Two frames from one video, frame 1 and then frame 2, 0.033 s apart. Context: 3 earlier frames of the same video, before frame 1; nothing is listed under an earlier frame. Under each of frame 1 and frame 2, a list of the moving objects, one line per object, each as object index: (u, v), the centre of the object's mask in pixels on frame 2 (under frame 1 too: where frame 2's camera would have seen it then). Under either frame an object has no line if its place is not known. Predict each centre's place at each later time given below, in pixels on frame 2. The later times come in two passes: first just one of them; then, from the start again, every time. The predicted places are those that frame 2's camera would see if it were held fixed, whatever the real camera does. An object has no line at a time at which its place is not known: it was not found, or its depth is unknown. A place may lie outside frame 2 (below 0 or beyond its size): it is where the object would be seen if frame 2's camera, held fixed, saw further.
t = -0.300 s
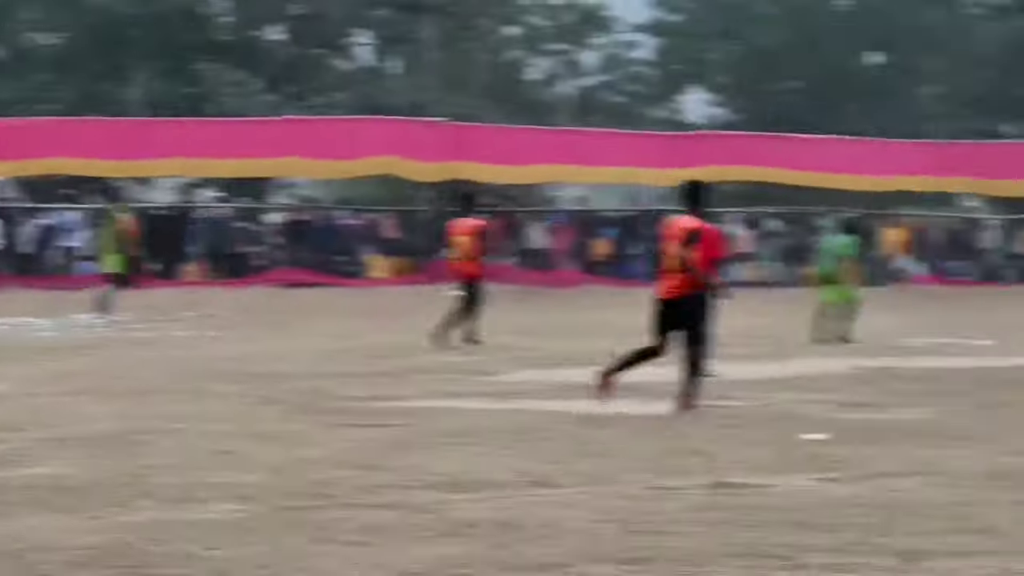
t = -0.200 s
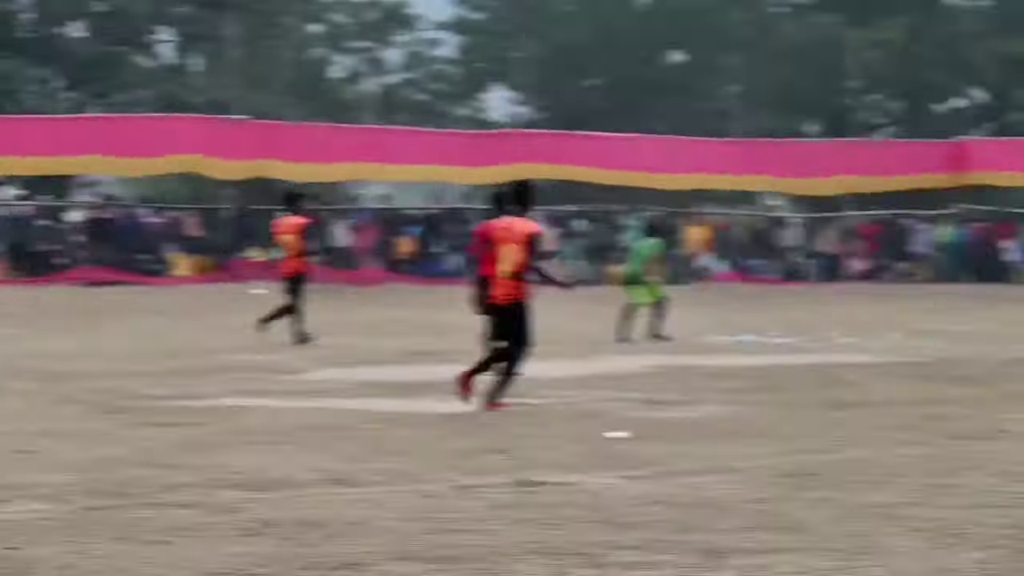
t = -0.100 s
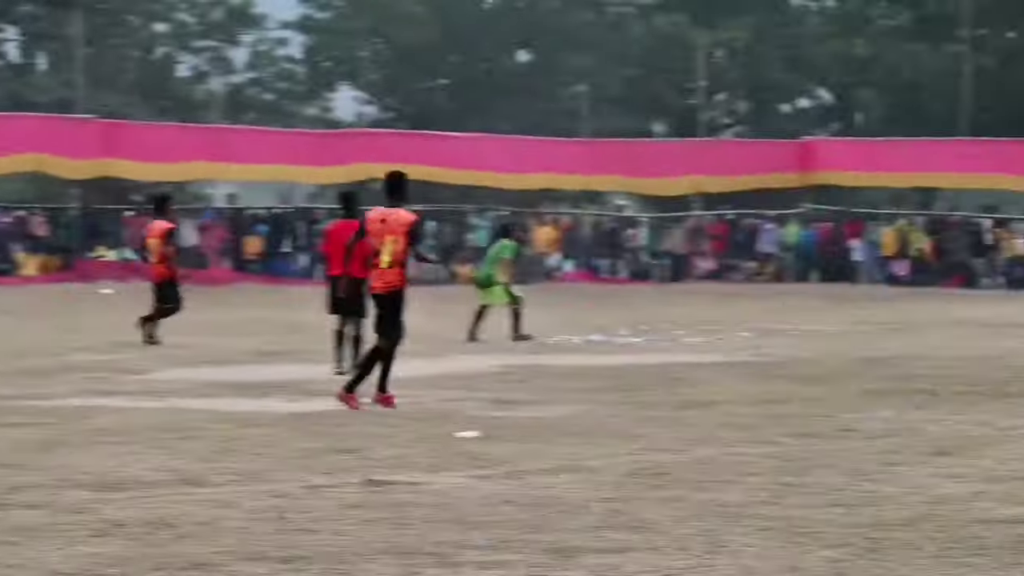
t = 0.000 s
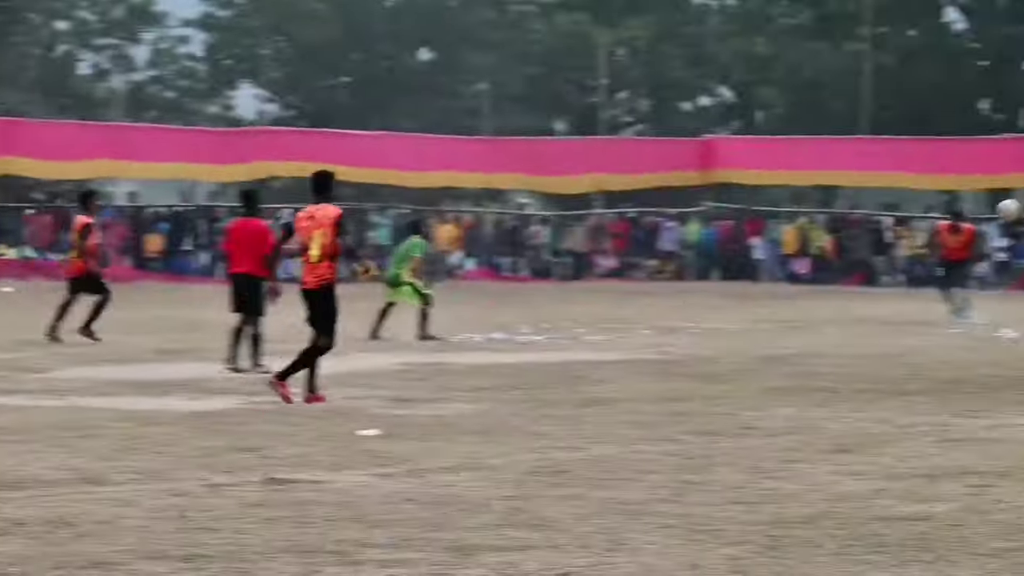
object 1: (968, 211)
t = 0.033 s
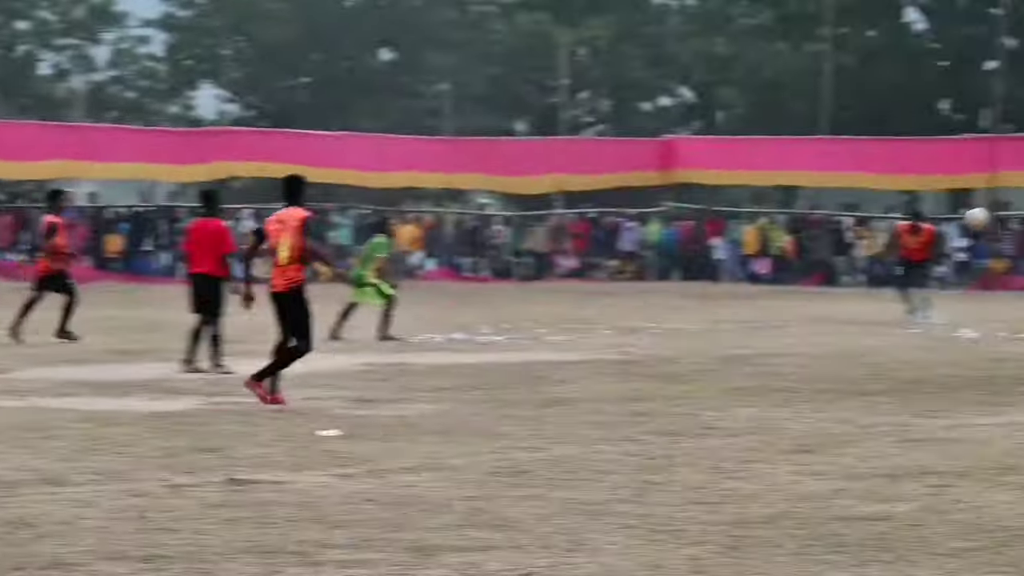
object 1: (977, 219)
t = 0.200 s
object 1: (1029, 283)
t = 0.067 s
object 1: (988, 228)
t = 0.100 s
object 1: (998, 240)
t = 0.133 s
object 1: (1007, 257)
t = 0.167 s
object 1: (1018, 267)
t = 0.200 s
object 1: (1029, 283)
